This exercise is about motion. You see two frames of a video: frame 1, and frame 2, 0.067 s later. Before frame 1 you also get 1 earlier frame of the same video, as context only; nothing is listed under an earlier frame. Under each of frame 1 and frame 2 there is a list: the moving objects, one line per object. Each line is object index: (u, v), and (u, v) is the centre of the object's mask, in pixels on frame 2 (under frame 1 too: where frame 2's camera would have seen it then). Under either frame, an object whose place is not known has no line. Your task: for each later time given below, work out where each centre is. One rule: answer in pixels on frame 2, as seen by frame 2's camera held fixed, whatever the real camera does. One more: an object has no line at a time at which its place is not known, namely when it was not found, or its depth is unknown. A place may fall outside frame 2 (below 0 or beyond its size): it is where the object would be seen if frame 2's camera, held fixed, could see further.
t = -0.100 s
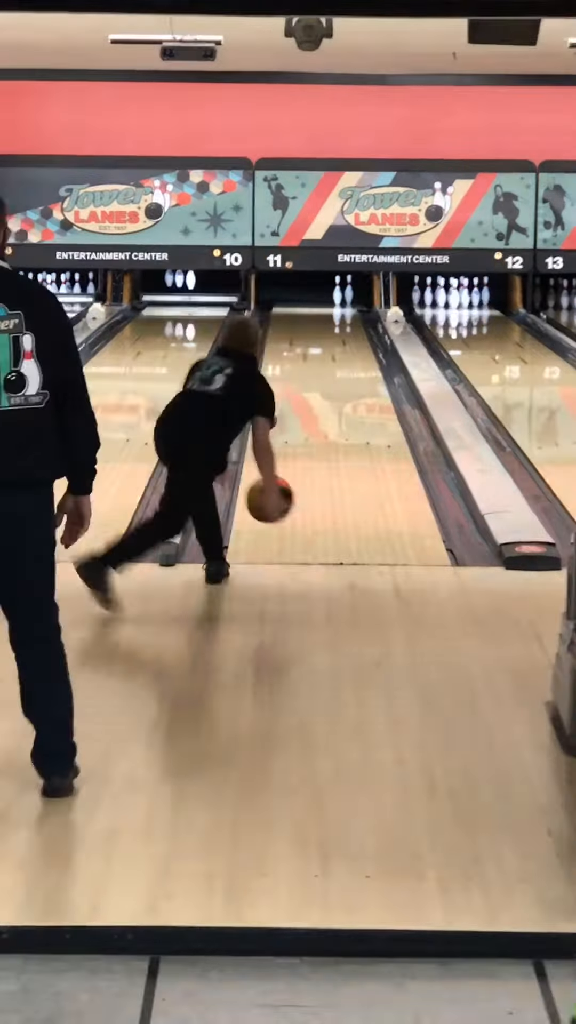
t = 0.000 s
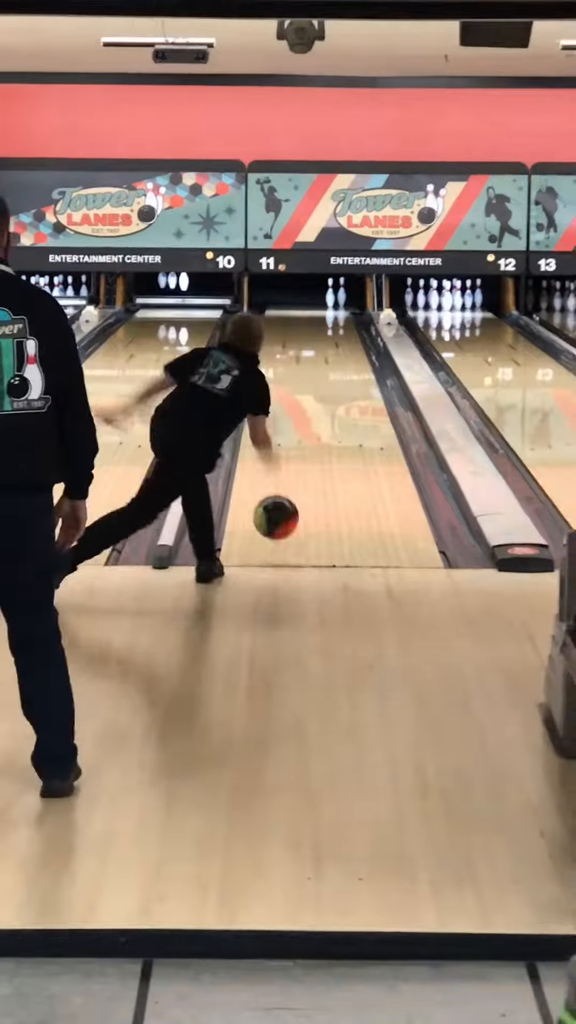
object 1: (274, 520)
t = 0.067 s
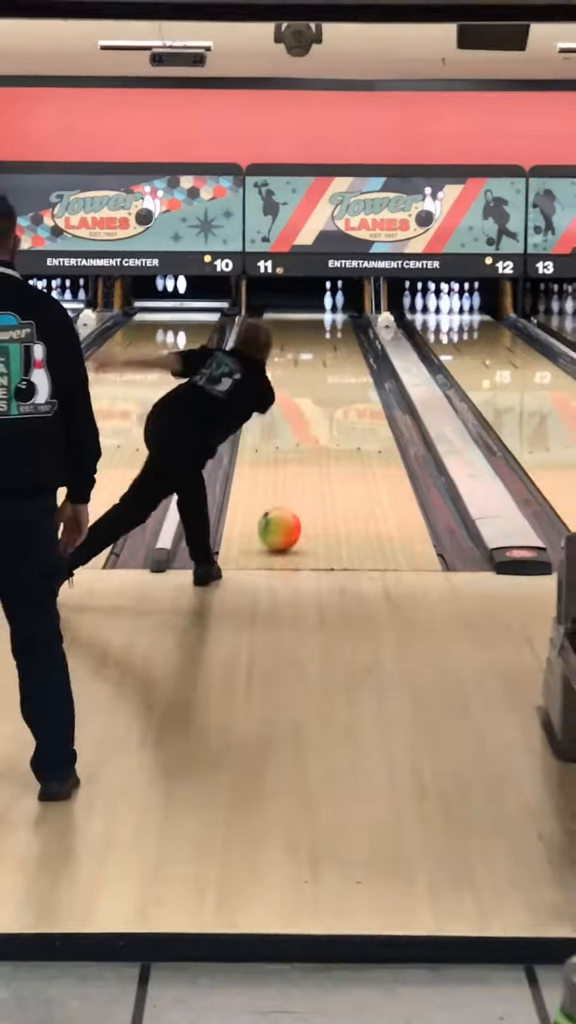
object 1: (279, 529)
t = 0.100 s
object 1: (282, 523)
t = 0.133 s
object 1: (285, 518)
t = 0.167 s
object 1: (288, 513)
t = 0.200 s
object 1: (291, 509)
